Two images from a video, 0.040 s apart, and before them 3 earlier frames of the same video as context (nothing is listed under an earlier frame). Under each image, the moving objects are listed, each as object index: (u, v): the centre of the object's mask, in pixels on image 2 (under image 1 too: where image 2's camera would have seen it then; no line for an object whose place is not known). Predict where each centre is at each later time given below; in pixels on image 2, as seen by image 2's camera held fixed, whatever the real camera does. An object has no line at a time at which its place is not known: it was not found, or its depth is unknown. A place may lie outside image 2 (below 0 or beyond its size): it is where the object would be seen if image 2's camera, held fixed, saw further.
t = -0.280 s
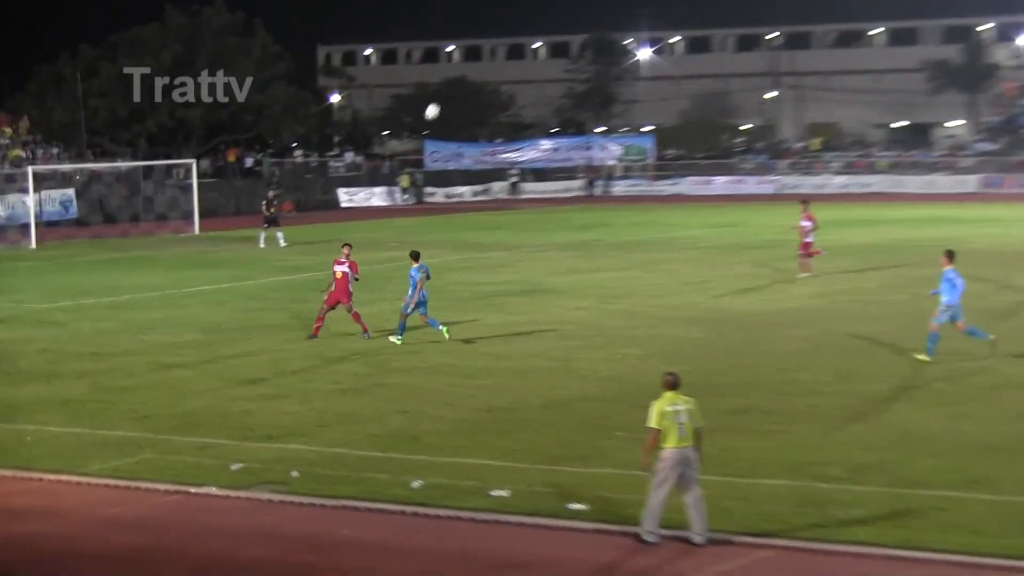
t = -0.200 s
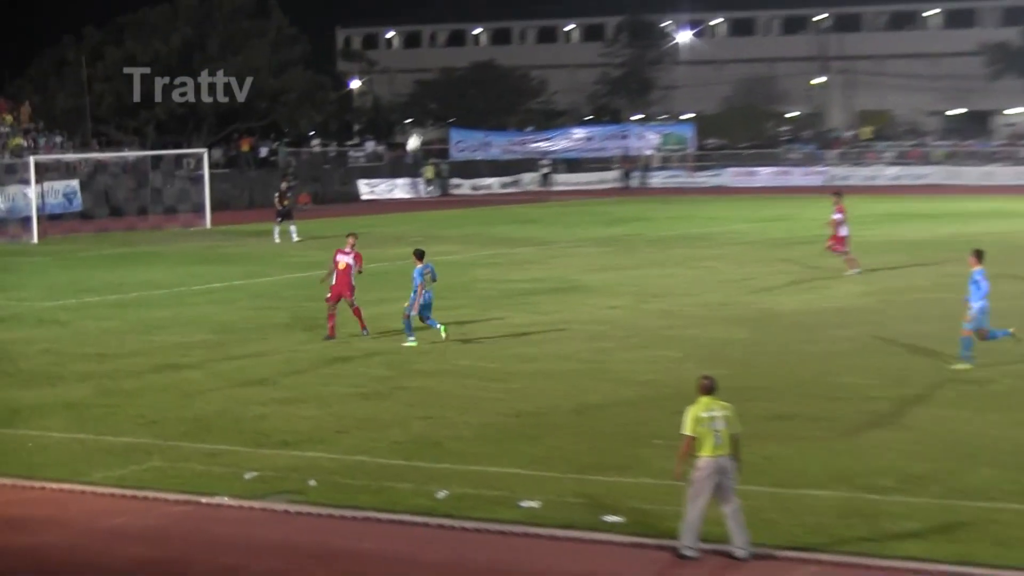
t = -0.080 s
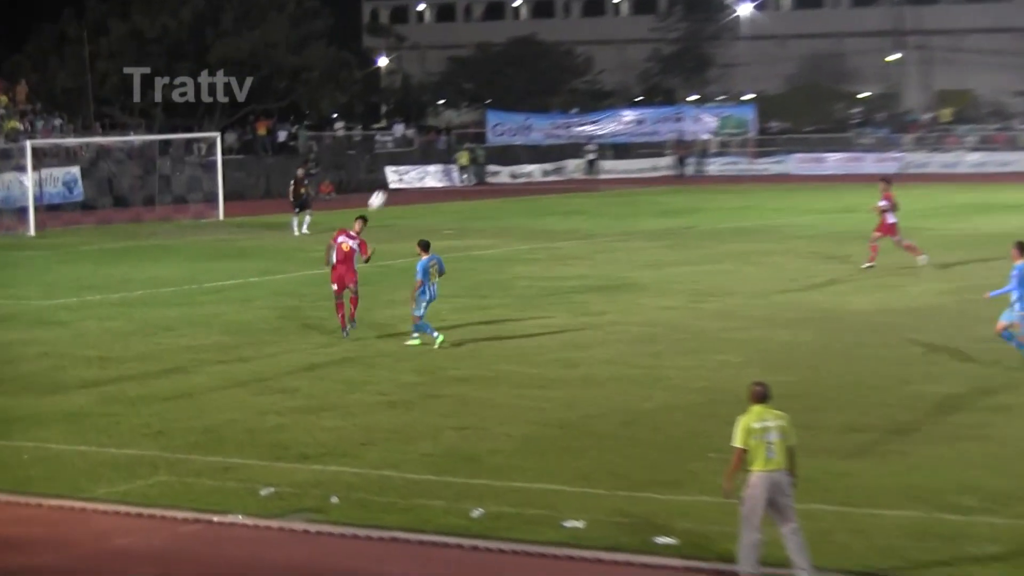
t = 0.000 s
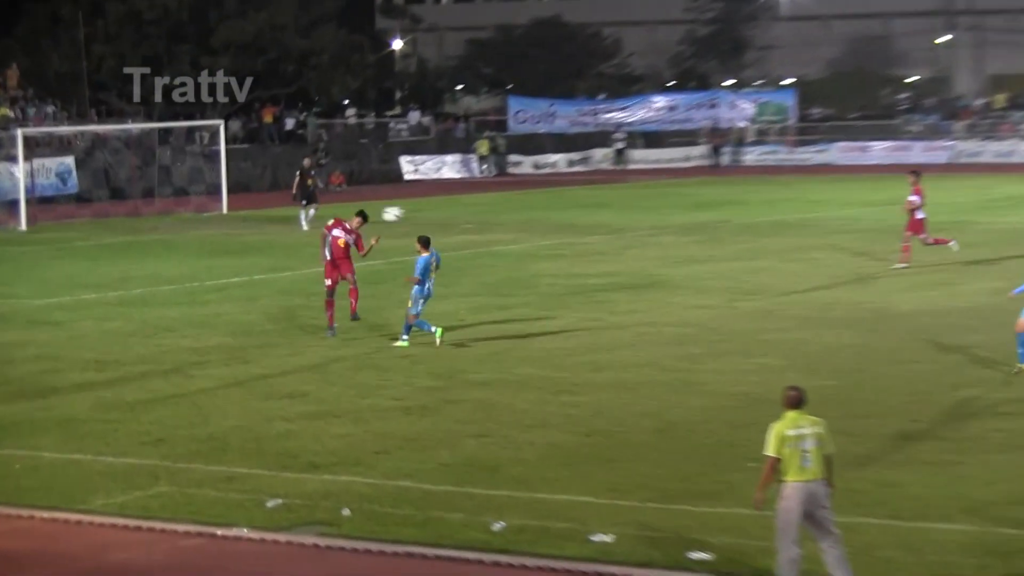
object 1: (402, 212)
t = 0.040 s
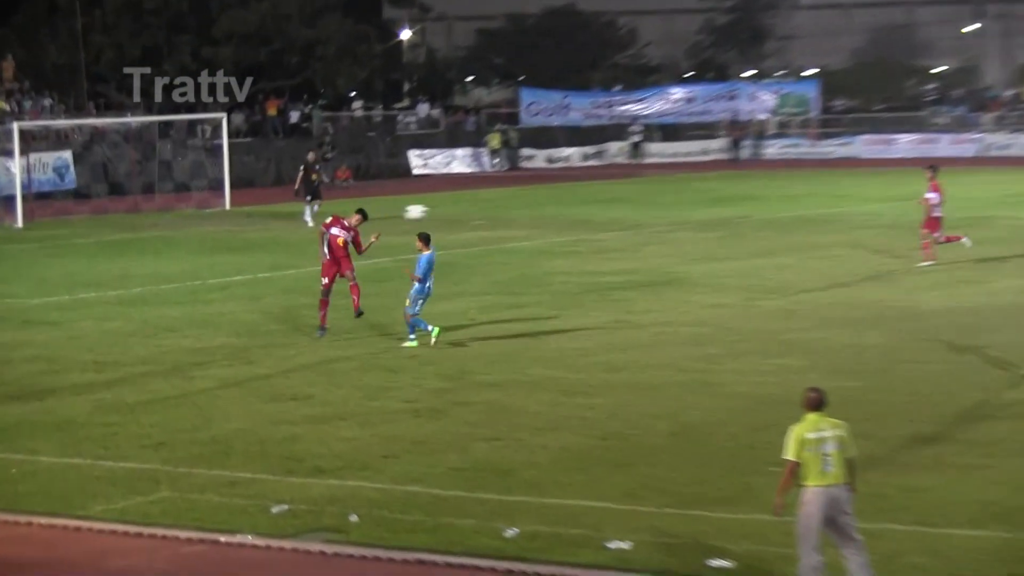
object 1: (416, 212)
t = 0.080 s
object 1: (433, 213)
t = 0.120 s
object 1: (453, 218)
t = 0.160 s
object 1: (476, 222)
